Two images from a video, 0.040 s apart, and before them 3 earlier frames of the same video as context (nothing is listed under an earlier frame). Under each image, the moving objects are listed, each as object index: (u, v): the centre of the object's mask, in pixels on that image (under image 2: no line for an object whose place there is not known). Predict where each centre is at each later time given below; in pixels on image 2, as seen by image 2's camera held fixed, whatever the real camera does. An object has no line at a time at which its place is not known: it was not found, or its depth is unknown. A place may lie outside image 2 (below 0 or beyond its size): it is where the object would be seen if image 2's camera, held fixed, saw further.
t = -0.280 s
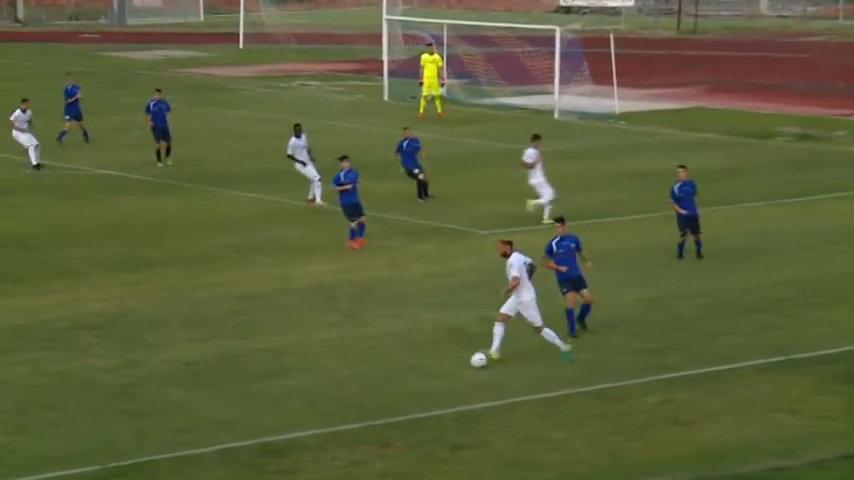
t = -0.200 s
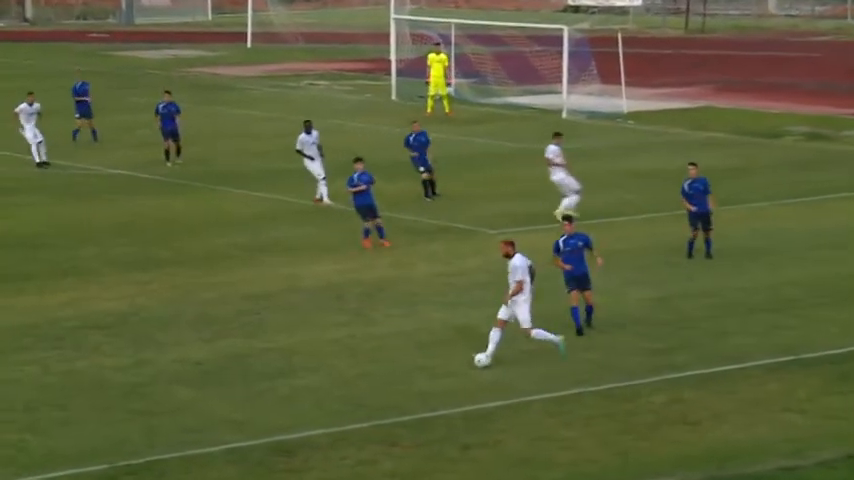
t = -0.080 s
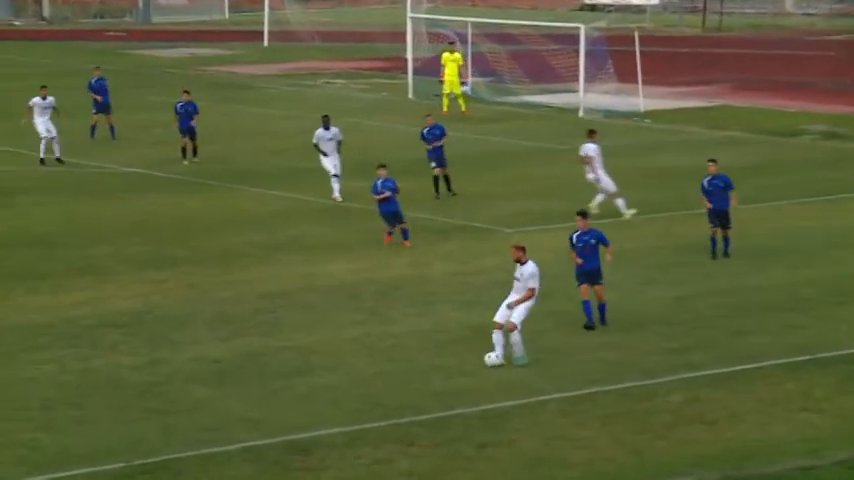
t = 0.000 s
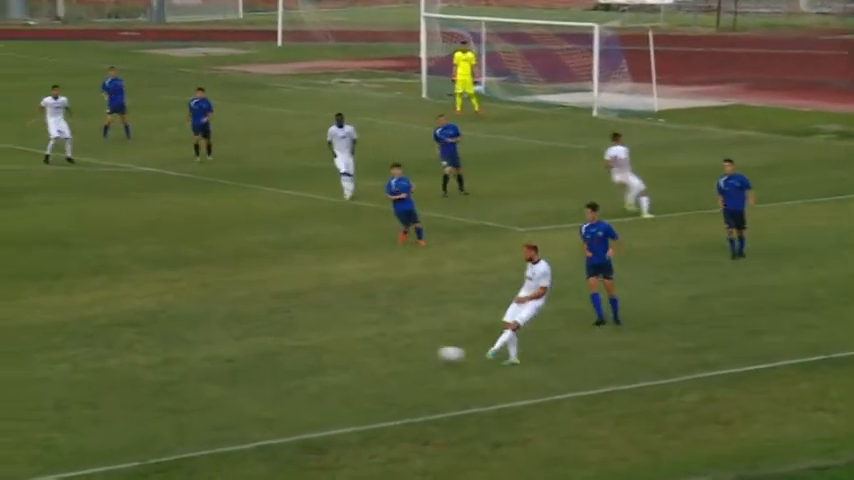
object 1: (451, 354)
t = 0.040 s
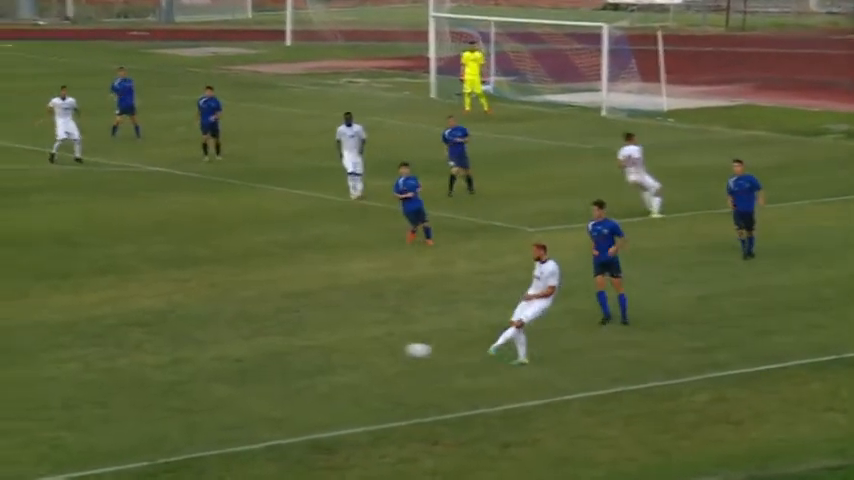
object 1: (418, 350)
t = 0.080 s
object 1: (376, 348)
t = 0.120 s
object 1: (334, 348)
